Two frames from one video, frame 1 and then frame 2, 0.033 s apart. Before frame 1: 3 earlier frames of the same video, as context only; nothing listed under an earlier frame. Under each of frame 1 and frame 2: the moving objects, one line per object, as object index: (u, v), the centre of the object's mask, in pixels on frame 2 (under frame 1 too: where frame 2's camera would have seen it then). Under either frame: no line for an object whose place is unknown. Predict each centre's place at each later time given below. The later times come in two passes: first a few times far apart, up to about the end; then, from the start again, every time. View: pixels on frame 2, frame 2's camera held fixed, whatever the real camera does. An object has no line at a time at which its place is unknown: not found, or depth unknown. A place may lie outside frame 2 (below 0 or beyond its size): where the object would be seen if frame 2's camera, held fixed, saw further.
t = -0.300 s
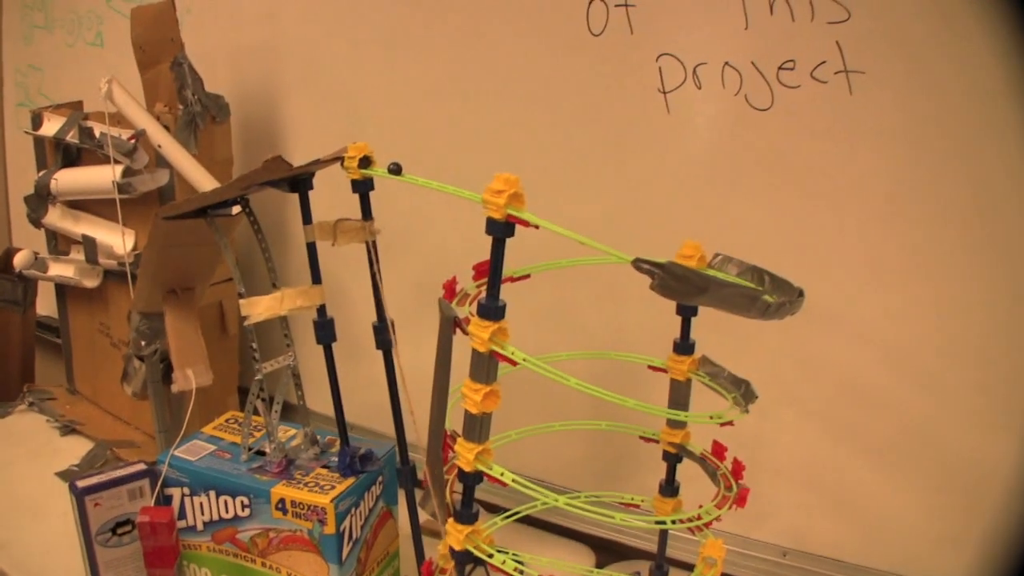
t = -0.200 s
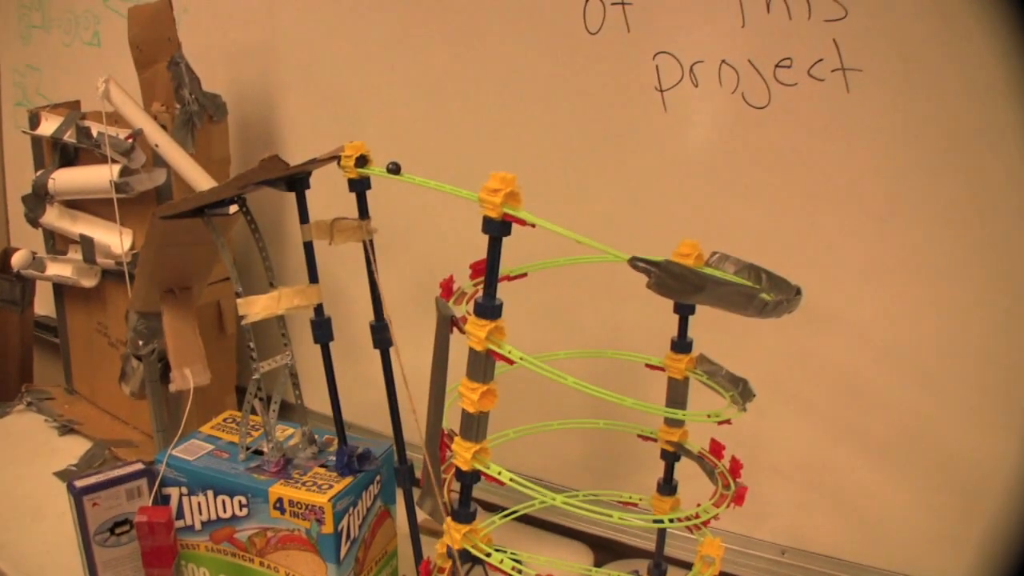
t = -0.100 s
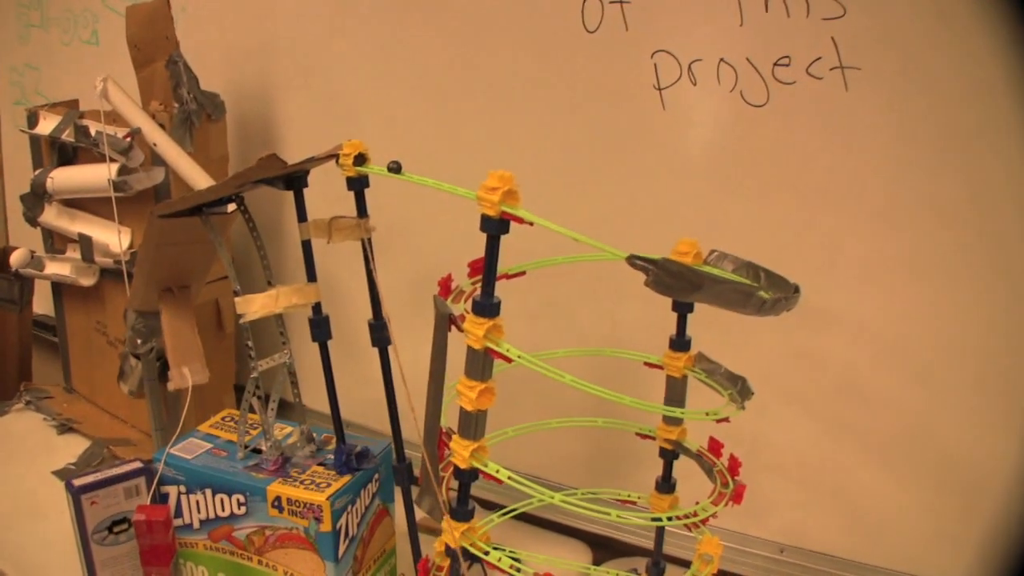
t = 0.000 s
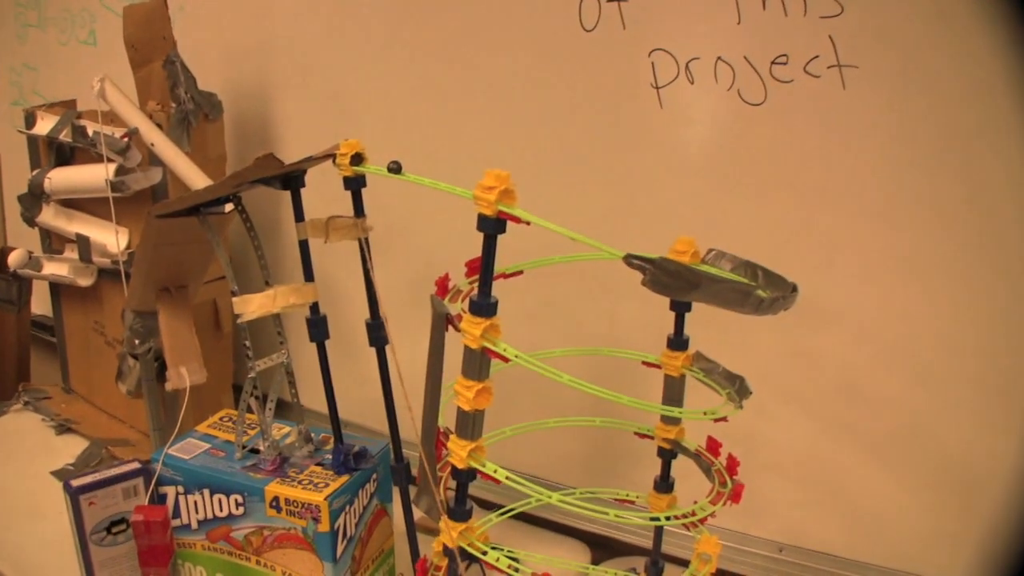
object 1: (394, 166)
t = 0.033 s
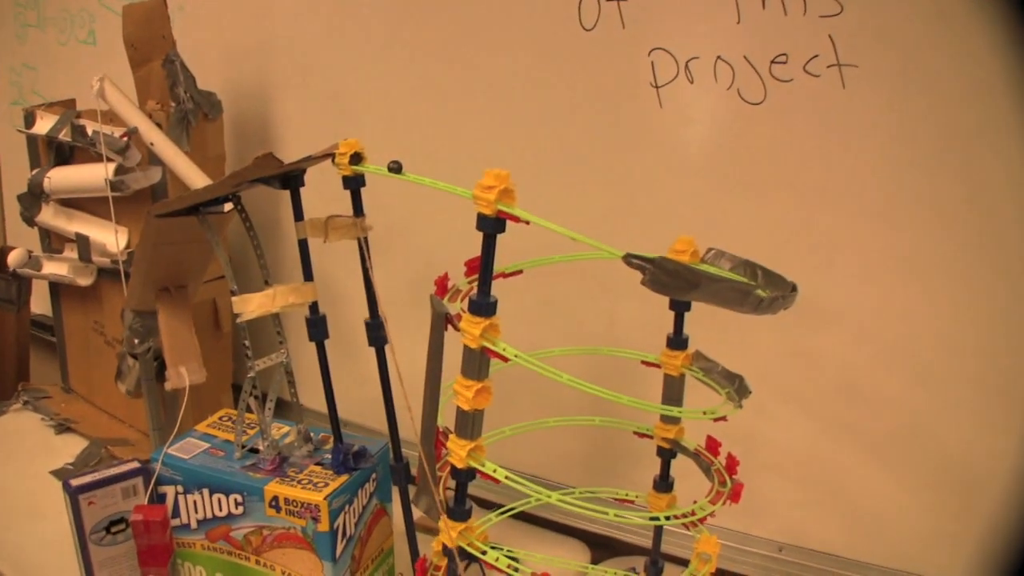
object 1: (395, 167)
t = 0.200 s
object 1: (402, 168)
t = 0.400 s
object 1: (414, 171)
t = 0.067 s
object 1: (396, 167)
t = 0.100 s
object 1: (397, 167)
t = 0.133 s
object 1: (399, 167)
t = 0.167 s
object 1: (400, 168)
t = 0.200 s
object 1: (402, 168)
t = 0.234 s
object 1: (404, 168)
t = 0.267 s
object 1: (406, 169)
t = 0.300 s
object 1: (407, 169)
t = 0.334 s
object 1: (409, 170)
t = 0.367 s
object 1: (412, 170)
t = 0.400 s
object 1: (414, 171)
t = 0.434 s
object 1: (416, 171)
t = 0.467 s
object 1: (419, 172)
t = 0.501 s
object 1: (422, 173)
